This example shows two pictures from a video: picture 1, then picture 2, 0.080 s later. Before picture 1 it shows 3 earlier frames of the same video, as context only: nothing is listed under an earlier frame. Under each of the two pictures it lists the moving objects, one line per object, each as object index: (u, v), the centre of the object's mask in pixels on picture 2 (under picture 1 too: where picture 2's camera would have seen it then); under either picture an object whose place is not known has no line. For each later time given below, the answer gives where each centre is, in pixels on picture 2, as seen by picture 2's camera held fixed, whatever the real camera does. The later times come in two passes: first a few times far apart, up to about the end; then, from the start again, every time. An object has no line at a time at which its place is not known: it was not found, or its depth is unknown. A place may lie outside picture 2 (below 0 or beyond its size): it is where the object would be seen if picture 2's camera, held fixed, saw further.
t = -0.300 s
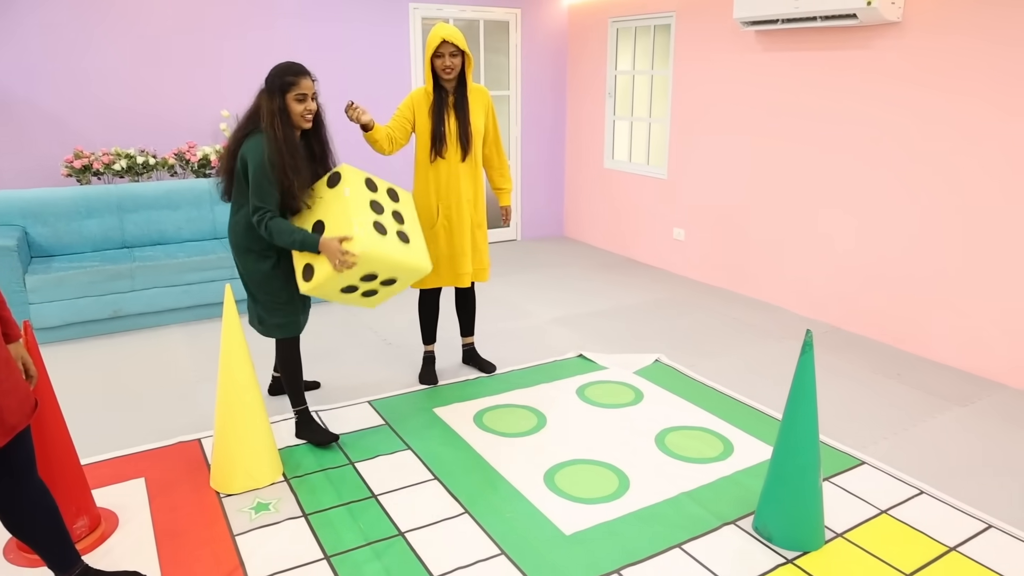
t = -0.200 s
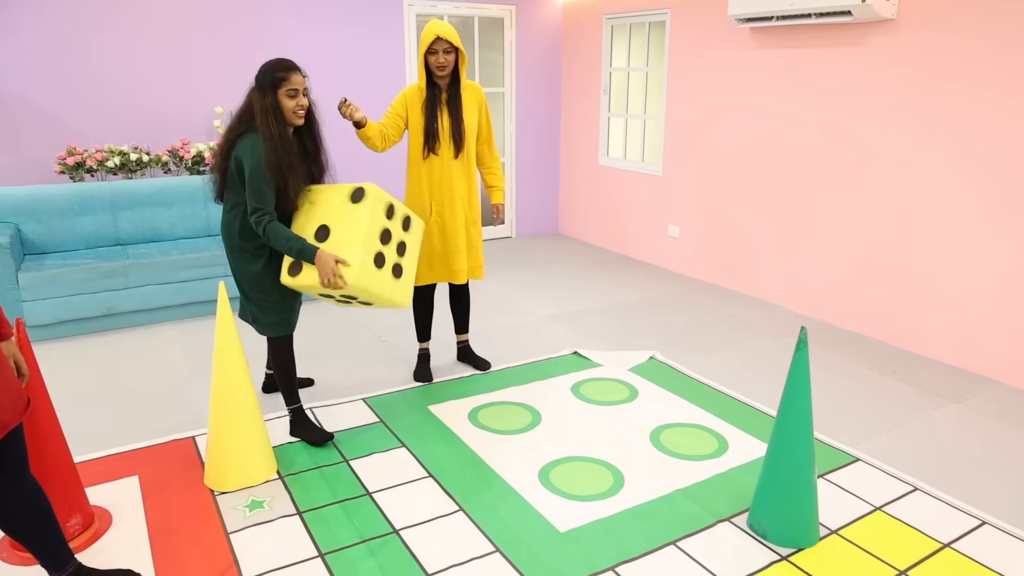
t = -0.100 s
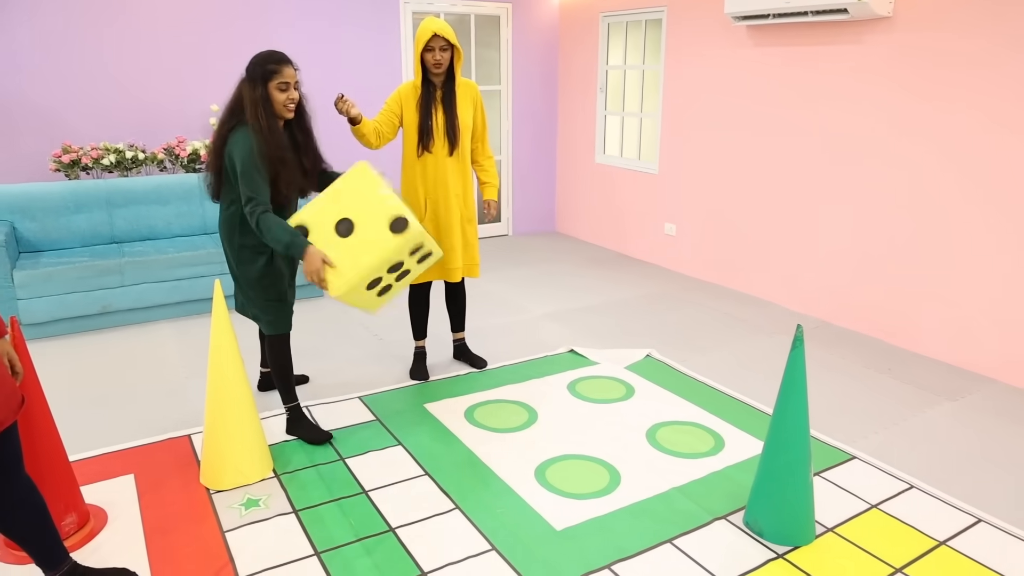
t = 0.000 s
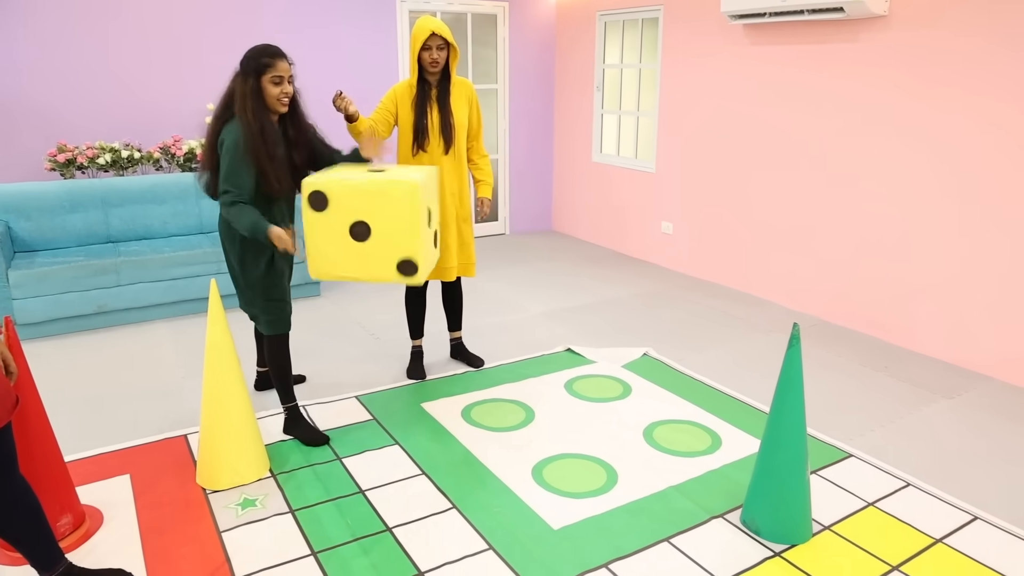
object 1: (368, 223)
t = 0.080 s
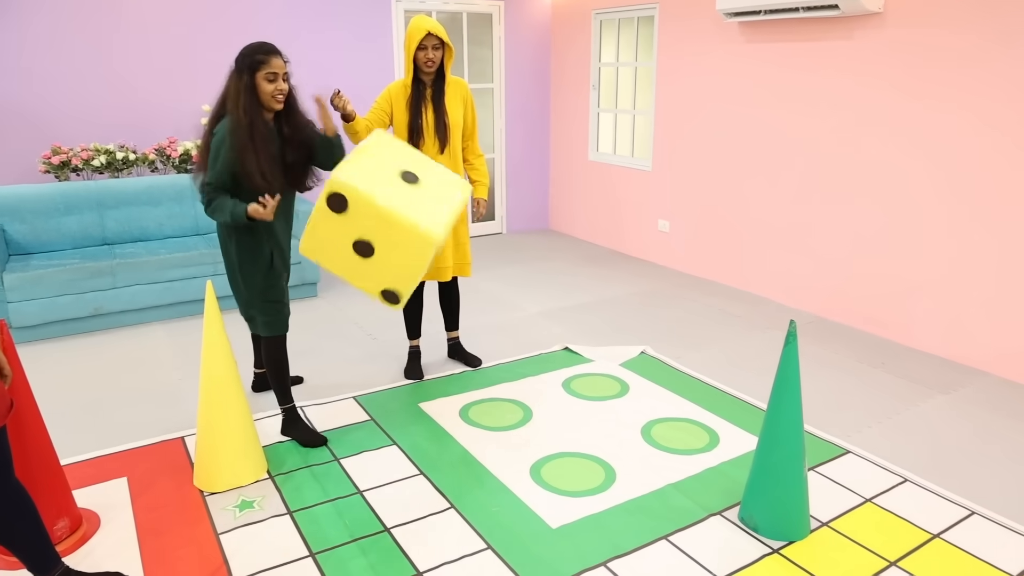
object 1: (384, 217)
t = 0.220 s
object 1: (414, 251)
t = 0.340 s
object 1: (445, 320)
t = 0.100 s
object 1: (390, 220)
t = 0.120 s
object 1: (396, 224)
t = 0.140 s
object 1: (400, 228)
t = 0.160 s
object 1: (403, 232)
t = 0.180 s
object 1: (407, 237)
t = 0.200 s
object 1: (410, 243)
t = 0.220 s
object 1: (414, 251)
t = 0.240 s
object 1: (418, 259)
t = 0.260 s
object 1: (423, 268)
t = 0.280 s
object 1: (427, 278)
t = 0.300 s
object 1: (432, 290)
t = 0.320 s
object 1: (438, 303)
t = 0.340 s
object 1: (445, 320)
